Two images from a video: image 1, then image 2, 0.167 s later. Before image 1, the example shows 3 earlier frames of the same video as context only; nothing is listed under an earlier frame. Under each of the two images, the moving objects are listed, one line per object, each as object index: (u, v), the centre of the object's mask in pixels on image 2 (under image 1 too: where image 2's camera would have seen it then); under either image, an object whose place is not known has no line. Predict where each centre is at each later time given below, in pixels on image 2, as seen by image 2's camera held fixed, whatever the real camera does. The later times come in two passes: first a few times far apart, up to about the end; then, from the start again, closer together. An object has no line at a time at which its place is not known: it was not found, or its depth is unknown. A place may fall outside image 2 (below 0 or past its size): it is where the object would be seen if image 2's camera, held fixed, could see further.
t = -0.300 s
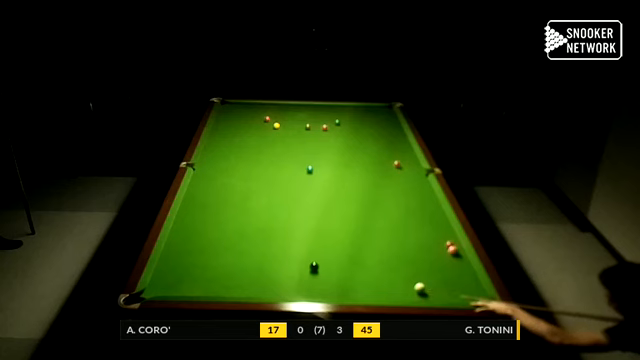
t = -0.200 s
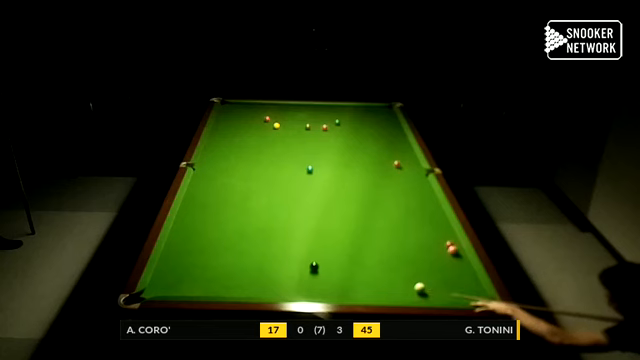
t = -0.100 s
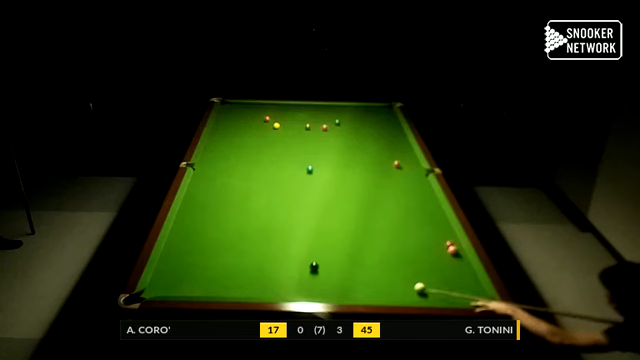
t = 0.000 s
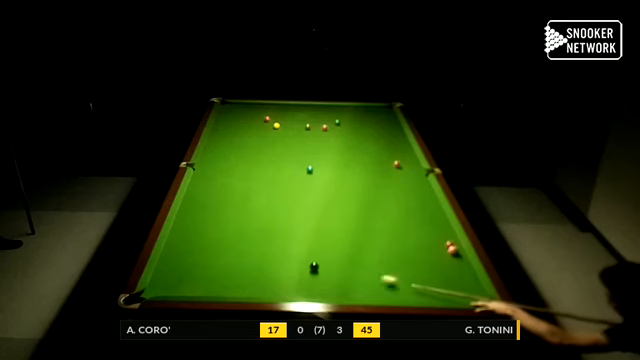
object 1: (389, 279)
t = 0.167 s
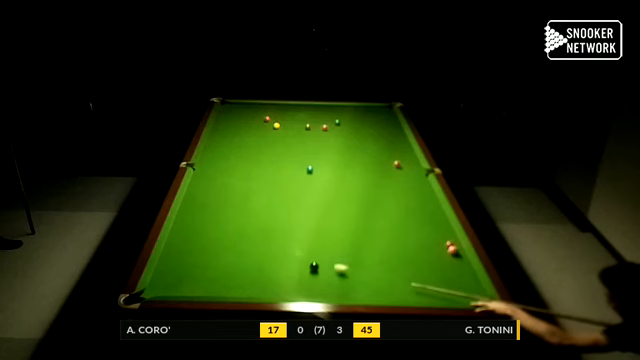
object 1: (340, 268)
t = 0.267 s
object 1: (321, 262)
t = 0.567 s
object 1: (291, 241)
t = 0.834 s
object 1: (266, 226)
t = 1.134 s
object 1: (242, 210)
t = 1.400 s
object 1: (222, 198)
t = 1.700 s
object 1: (203, 186)
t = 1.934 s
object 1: (200, 176)
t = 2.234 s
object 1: (212, 170)
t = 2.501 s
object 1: (222, 164)
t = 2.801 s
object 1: (232, 157)
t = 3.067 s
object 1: (240, 152)
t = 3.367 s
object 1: (248, 148)
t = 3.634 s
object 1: (254, 144)
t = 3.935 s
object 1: (260, 140)
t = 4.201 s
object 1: (265, 137)
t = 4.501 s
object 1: (270, 134)
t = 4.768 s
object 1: (273, 132)
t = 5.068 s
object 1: (277, 130)
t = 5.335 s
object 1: (280, 128)
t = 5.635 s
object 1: (283, 126)
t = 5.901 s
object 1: (284, 125)
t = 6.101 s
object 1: (286, 124)
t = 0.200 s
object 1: (332, 266)
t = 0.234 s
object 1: (325, 264)
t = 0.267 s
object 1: (321, 262)
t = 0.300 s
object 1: (318, 259)
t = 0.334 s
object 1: (314, 257)
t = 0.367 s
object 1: (311, 255)
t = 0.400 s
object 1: (307, 252)
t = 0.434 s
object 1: (304, 250)
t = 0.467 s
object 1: (301, 248)
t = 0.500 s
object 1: (297, 246)
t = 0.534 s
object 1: (294, 244)
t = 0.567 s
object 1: (291, 241)
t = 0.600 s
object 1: (287, 240)
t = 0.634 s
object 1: (284, 237)
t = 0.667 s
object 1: (281, 235)
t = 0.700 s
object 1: (278, 233)
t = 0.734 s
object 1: (275, 231)
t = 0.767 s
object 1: (272, 229)
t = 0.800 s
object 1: (269, 228)
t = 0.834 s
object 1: (266, 226)
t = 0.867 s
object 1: (263, 224)
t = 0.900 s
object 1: (260, 222)
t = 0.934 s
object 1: (257, 220)
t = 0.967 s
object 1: (255, 218)
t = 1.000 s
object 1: (252, 217)
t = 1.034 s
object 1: (249, 215)
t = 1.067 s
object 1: (247, 213)
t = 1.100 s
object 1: (244, 212)
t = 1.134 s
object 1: (242, 210)
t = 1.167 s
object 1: (239, 208)
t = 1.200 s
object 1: (237, 207)
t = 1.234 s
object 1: (234, 205)
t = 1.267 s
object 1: (232, 204)
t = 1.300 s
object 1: (229, 202)
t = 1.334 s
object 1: (227, 201)
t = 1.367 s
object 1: (225, 199)
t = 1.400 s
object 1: (222, 198)
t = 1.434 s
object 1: (220, 196)
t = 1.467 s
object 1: (218, 195)
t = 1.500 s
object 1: (216, 194)
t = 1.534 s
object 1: (213, 192)
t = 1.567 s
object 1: (211, 191)
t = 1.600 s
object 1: (210, 190)
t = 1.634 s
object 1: (207, 188)
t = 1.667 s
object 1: (205, 187)
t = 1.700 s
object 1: (203, 186)
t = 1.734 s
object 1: (201, 184)
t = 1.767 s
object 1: (199, 183)
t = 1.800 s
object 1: (195, 181)
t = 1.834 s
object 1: (194, 180)
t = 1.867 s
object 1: (196, 179)
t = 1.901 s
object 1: (197, 178)
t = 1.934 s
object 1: (200, 176)
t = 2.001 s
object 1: (202, 175)
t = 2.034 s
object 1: (203, 174)
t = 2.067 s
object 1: (205, 173)
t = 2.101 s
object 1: (208, 172)
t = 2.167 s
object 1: (209, 171)
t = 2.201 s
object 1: (210, 170)
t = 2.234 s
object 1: (212, 170)
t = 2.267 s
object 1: (213, 169)
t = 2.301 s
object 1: (214, 168)
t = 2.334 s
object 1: (216, 167)
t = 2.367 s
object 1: (217, 167)
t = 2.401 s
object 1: (218, 166)
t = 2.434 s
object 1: (219, 165)
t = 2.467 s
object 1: (221, 164)
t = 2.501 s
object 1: (222, 164)
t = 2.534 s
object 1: (223, 163)
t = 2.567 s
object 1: (224, 162)
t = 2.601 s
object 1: (225, 161)
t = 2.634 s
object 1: (226, 161)
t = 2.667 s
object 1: (228, 160)
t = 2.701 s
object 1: (229, 159)
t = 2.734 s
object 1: (230, 159)
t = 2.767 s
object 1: (231, 158)
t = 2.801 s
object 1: (232, 157)
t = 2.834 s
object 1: (233, 157)
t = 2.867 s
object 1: (234, 156)
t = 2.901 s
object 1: (235, 156)
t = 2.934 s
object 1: (236, 155)
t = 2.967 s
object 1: (237, 154)
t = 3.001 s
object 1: (238, 154)
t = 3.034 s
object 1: (239, 153)
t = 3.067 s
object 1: (240, 152)
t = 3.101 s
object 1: (241, 152)
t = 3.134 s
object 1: (242, 151)
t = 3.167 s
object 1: (243, 151)
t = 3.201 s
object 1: (243, 150)
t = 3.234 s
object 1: (244, 150)
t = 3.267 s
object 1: (245, 149)
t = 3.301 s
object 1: (246, 149)
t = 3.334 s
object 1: (247, 148)
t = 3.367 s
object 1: (248, 148)
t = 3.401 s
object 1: (249, 147)
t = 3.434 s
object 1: (249, 147)
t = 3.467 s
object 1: (250, 146)
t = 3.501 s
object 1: (251, 146)
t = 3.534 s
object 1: (251, 145)
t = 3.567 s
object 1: (252, 145)
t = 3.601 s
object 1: (253, 144)
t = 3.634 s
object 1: (254, 144)
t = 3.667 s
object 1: (254, 143)
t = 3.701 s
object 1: (255, 143)
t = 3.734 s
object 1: (256, 143)
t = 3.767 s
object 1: (257, 142)
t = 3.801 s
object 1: (257, 142)
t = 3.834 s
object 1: (258, 141)
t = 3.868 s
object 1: (259, 141)
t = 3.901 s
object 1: (259, 141)
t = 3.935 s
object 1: (260, 140)
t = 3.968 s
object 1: (261, 140)
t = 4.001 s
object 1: (261, 139)
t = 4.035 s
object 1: (262, 139)
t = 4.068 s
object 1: (262, 138)
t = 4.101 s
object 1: (263, 138)
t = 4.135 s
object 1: (263, 138)
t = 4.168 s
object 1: (264, 137)
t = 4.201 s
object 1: (265, 137)
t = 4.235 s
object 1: (265, 137)
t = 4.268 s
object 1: (266, 136)
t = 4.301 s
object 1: (266, 136)
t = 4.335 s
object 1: (267, 136)
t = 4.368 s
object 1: (267, 135)
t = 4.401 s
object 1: (268, 135)
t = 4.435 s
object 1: (268, 135)
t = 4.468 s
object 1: (269, 134)
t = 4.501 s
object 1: (270, 134)
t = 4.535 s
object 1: (270, 133)
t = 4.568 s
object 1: (271, 133)
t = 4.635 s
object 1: (271, 133)
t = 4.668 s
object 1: (272, 132)
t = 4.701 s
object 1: (272, 132)
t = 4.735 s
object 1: (273, 132)
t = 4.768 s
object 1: (273, 132)
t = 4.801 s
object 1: (274, 131)
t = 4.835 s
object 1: (274, 131)
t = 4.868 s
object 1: (275, 131)
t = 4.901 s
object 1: (275, 131)
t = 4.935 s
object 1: (276, 131)
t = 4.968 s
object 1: (276, 130)
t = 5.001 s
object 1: (276, 130)
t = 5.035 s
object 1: (277, 130)
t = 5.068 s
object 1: (277, 130)
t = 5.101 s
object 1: (278, 129)
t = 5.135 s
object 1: (278, 129)
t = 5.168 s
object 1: (279, 129)
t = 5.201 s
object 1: (279, 129)
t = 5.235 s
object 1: (279, 128)
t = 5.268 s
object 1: (279, 128)
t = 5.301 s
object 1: (280, 128)
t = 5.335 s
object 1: (280, 128)
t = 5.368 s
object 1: (280, 127)
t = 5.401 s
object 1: (280, 127)
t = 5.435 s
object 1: (281, 127)
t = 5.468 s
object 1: (281, 127)
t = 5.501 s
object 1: (281, 126)
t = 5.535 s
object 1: (282, 127)
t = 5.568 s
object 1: (282, 126)
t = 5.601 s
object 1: (282, 126)
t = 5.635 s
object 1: (283, 126)
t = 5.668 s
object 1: (283, 126)
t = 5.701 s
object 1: (283, 125)
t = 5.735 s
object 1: (283, 126)
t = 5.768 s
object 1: (283, 125)
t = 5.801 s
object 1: (284, 125)
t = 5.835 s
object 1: (284, 125)
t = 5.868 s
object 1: (284, 125)
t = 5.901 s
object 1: (284, 125)
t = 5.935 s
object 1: (284, 125)
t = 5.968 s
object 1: (285, 124)
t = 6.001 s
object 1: (285, 124)
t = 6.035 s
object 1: (285, 124)
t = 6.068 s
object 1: (285, 124)
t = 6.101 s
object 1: (286, 124)
